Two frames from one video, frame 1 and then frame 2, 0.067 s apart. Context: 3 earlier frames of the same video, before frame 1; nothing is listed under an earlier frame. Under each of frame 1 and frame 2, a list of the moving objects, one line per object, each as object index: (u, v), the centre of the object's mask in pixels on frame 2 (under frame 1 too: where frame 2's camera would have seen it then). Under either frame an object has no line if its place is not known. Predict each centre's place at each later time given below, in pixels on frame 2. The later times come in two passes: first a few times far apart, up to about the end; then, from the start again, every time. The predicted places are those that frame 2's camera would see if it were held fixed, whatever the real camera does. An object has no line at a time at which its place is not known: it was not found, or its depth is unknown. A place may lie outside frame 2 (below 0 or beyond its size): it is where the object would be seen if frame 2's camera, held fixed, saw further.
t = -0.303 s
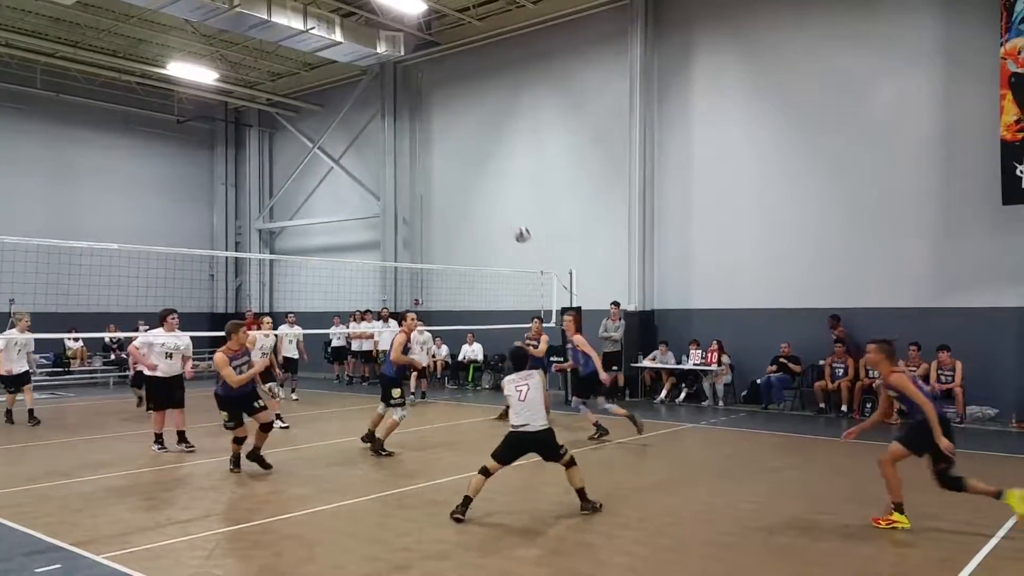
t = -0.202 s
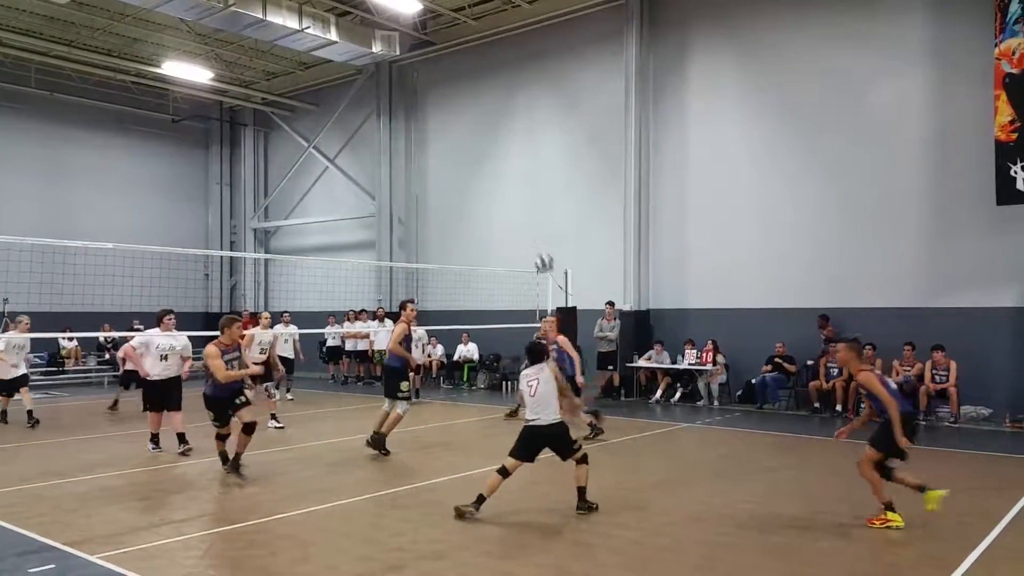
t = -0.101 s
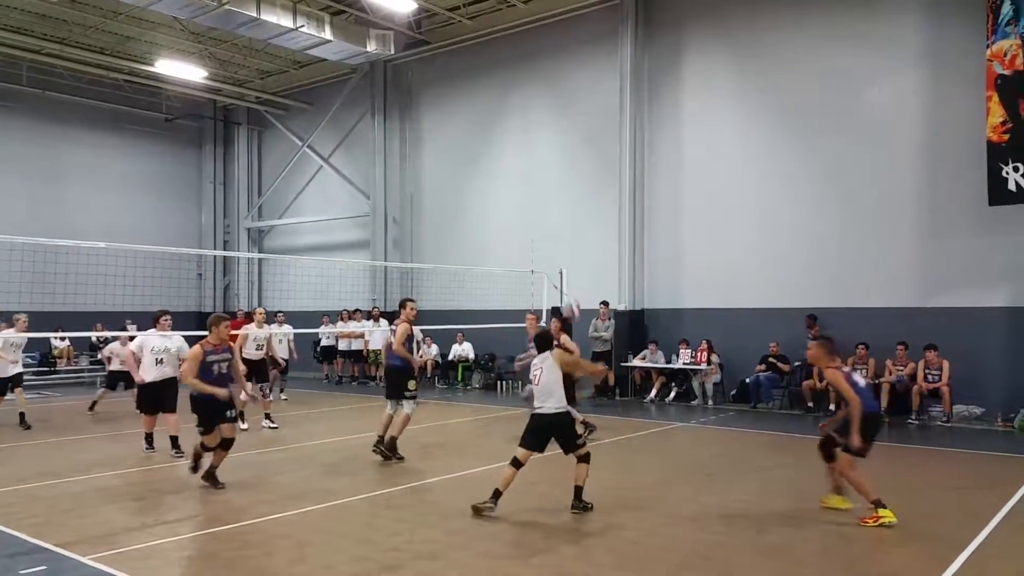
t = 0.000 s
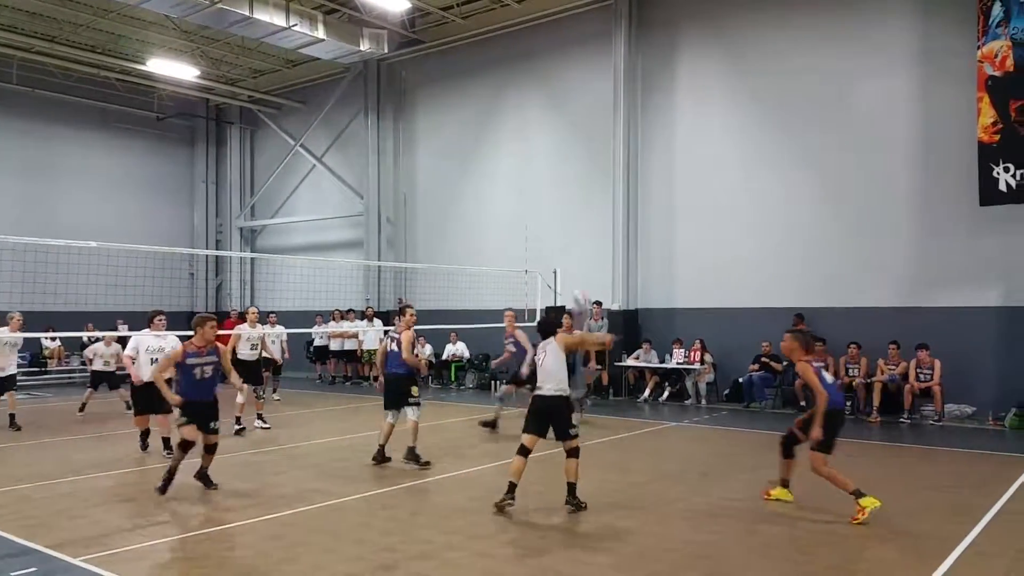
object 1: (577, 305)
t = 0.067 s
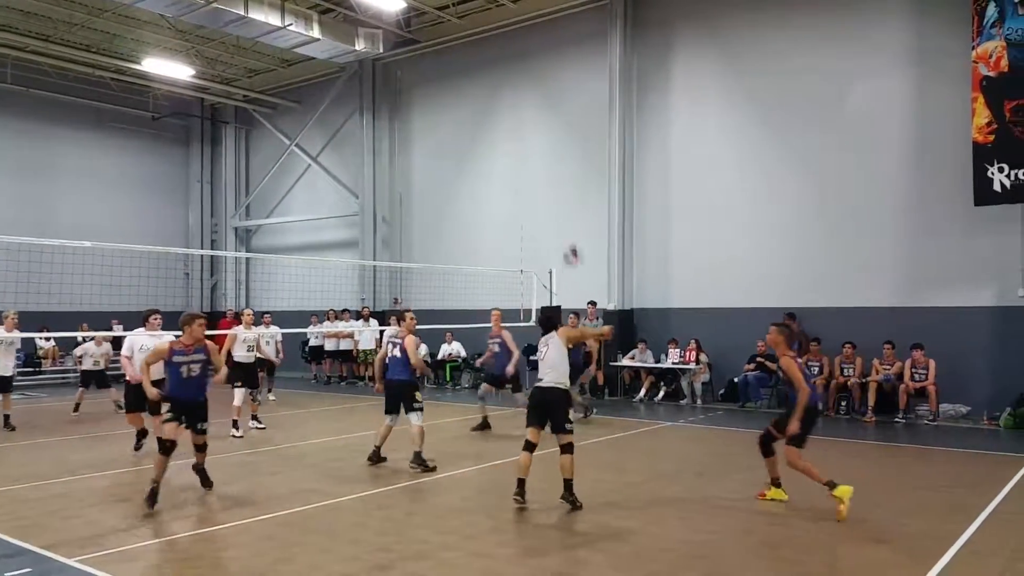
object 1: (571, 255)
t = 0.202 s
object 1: (557, 174)
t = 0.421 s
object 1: (537, 87)
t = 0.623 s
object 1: (521, 52)
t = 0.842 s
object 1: (504, 57)
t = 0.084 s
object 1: (570, 245)
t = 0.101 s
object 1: (566, 231)
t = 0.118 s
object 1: (564, 220)
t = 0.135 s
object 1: (563, 209)
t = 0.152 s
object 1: (562, 200)
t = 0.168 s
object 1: (560, 191)
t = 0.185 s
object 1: (559, 183)
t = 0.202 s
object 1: (557, 174)
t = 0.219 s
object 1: (556, 165)
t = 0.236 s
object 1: (554, 156)
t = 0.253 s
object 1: (553, 148)
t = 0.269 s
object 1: (550, 140)
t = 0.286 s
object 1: (549, 134)
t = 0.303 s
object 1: (547, 127)
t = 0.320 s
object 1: (546, 120)
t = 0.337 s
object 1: (544, 113)
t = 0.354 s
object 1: (543, 108)
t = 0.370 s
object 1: (541, 102)
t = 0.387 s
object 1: (539, 96)
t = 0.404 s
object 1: (538, 92)
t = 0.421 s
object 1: (537, 87)
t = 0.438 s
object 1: (536, 82)
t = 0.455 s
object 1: (534, 77)
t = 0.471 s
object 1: (533, 74)
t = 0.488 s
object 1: (532, 71)
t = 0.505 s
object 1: (530, 67)
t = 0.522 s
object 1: (529, 64)
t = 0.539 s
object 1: (527, 62)
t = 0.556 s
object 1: (526, 60)
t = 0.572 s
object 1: (524, 57)
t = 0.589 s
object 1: (523, 54)
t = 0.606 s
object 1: (522, 53)
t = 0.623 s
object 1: (521, 52)
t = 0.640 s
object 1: (518, 49)
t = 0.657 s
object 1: (518, 49)
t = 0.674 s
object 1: (517, 49)
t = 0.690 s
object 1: (516, 49)
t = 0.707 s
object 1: (515, 49)
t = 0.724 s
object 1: (514, 49)
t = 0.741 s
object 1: (512, 50)
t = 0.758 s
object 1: (511, 51)
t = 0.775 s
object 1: (510, 52)
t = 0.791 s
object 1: (508, 53)
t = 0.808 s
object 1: (507, 54)
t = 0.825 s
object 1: (506, 56)
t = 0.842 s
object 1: (504, 57)
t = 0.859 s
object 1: (502, 60)
